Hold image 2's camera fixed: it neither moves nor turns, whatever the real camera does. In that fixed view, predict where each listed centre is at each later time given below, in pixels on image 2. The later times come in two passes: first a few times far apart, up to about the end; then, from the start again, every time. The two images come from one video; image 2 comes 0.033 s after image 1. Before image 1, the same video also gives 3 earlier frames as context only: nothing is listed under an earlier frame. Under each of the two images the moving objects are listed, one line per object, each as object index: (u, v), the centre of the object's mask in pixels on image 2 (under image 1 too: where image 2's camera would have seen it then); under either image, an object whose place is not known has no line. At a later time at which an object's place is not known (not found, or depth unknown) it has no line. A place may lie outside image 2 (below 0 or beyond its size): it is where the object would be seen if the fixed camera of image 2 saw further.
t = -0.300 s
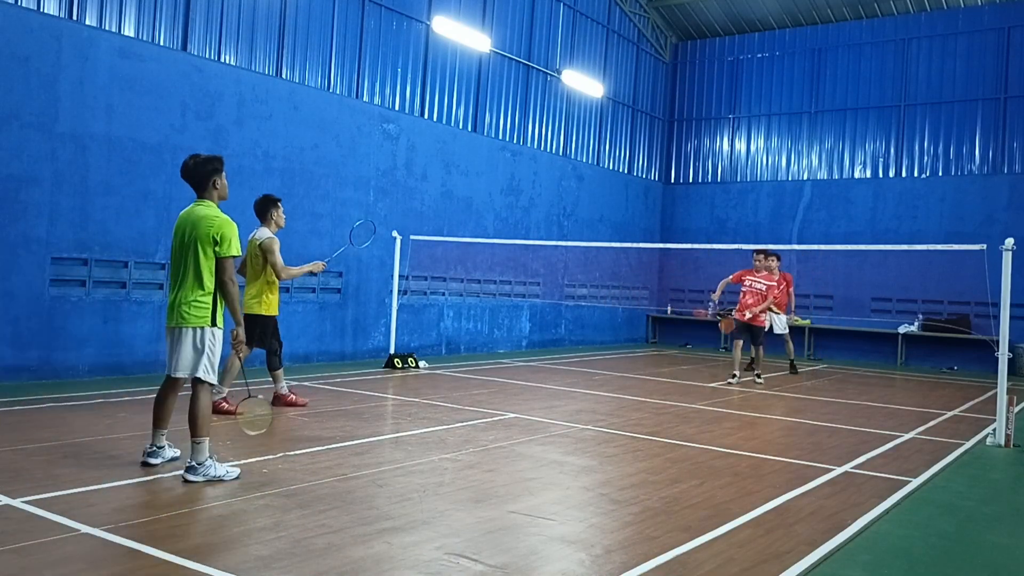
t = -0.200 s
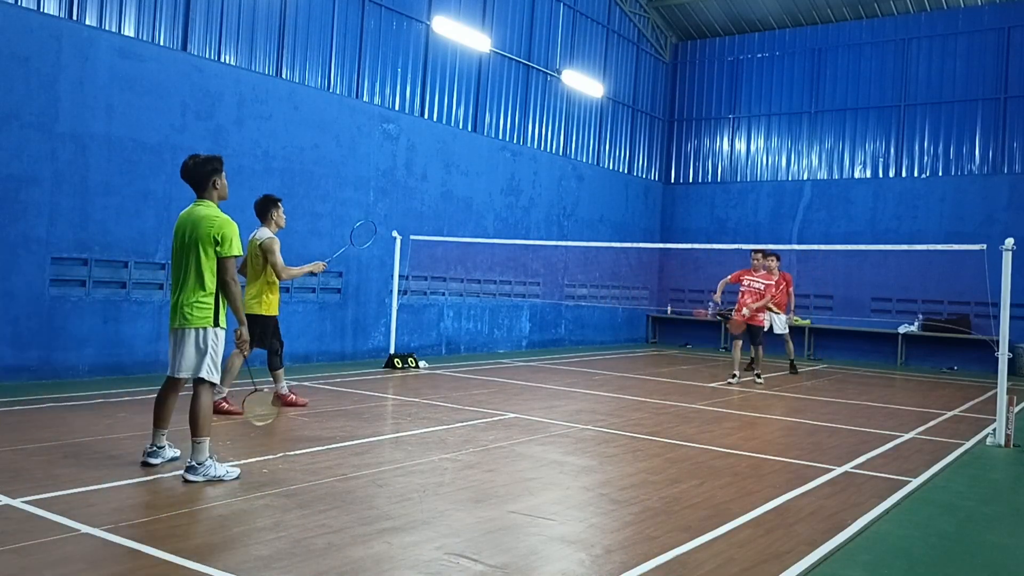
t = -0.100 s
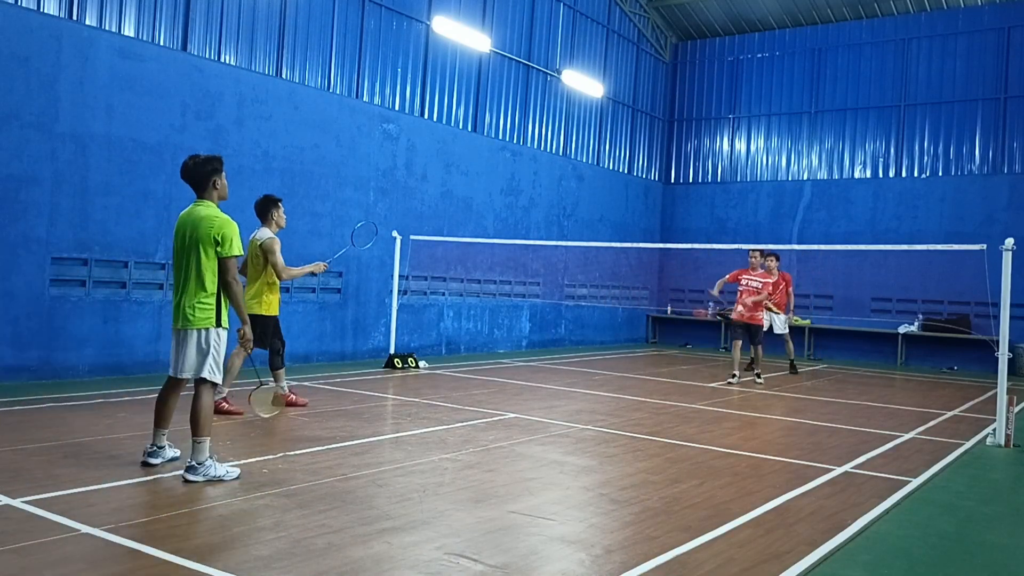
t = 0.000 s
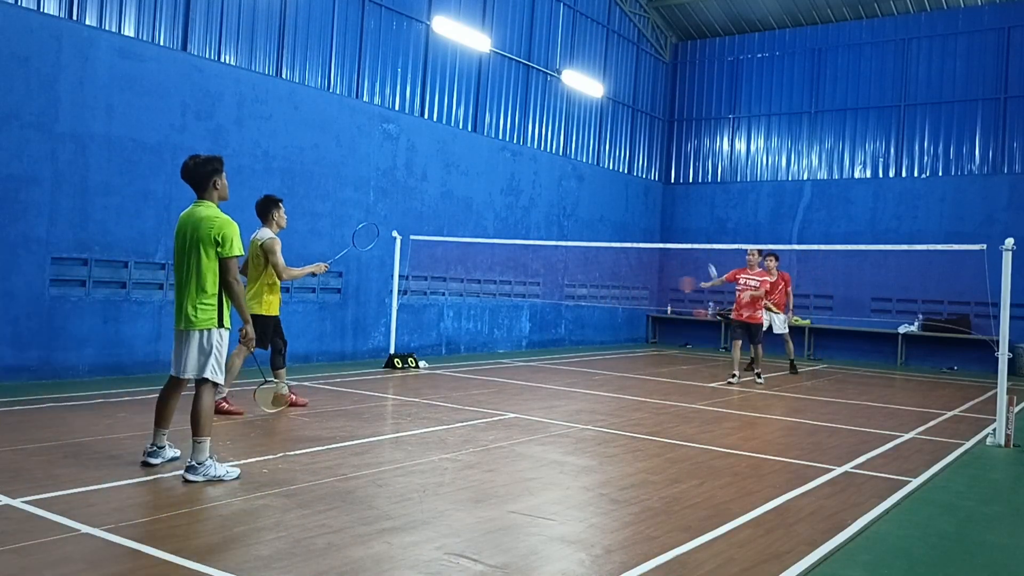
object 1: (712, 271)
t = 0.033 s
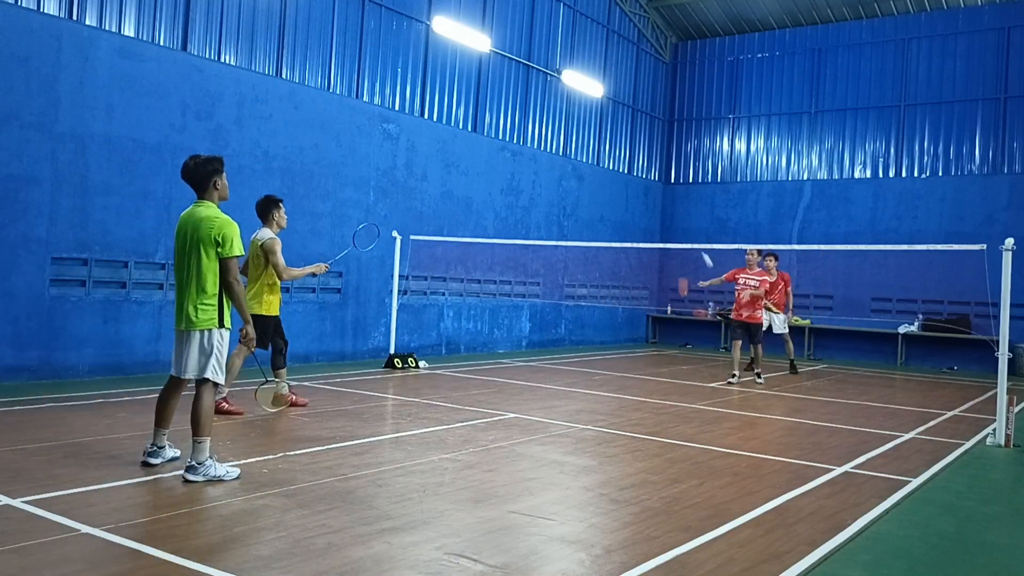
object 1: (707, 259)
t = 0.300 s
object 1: (650, 204)
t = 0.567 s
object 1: (592, 223)
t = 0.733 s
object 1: (556, 272)
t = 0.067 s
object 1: (701, 249)
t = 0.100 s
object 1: (692, 238)
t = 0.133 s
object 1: (685, 230)
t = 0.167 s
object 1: (678, 222)
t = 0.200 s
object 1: (671, 216)
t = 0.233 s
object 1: (663, 211)
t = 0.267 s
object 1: (656, 206)
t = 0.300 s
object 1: (650, 204)
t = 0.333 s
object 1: (643, 203)
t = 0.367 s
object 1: (635, 202)
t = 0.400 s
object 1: (628, 203)
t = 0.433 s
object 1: (621, 204)
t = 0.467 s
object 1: (614, 207)
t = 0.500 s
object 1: (607, 211)
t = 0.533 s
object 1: (600, 216)
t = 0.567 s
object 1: (592, 223)
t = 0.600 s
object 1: (585, 230)
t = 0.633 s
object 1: (578, 239)
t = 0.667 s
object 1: (569, 251)
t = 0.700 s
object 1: (563, 260)
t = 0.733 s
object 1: (556, 272)
